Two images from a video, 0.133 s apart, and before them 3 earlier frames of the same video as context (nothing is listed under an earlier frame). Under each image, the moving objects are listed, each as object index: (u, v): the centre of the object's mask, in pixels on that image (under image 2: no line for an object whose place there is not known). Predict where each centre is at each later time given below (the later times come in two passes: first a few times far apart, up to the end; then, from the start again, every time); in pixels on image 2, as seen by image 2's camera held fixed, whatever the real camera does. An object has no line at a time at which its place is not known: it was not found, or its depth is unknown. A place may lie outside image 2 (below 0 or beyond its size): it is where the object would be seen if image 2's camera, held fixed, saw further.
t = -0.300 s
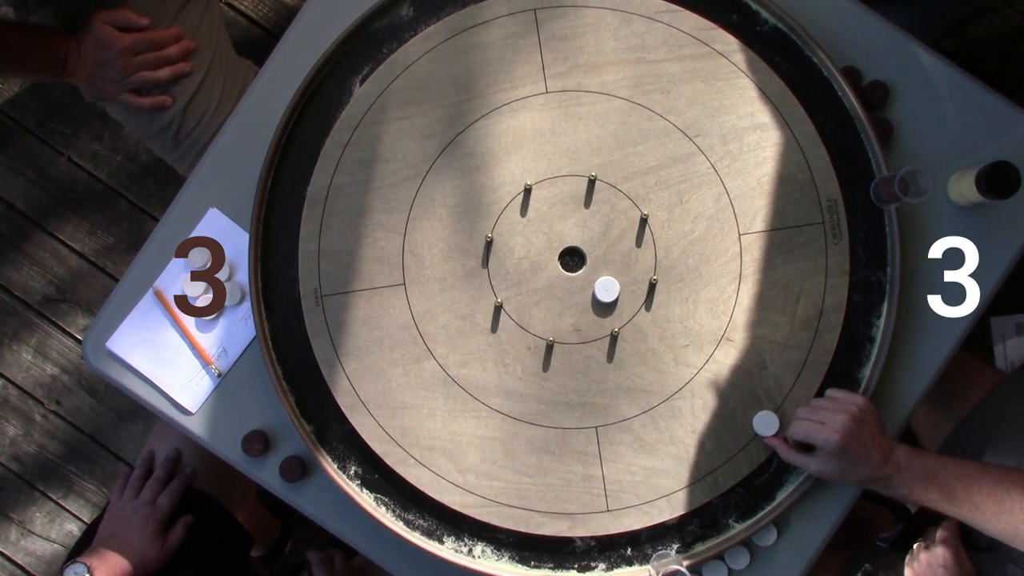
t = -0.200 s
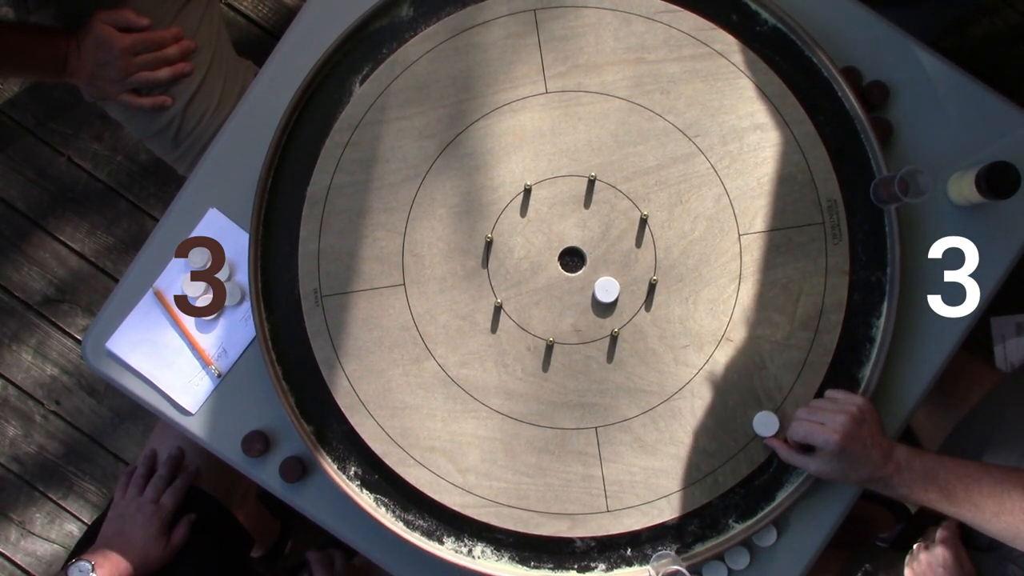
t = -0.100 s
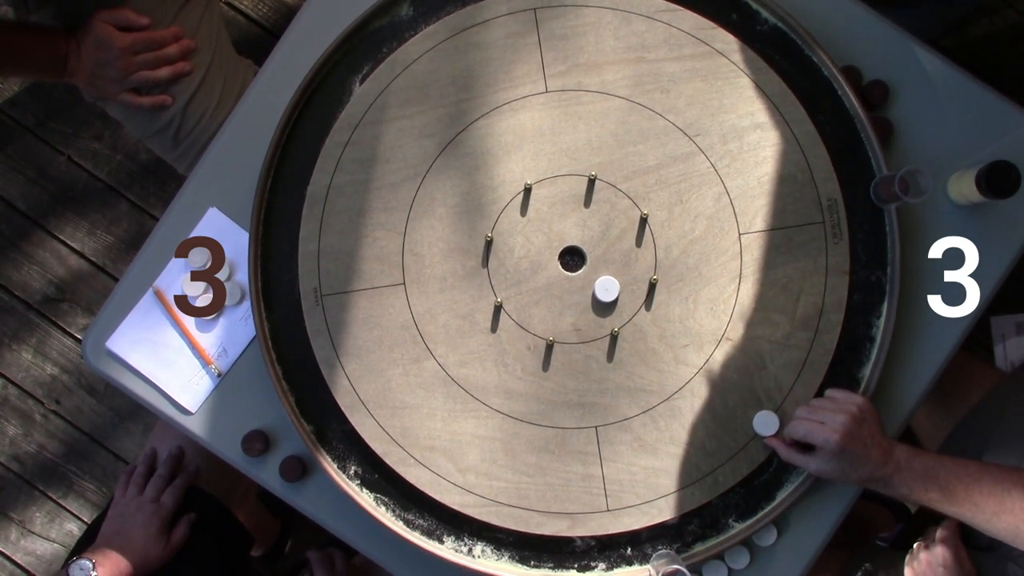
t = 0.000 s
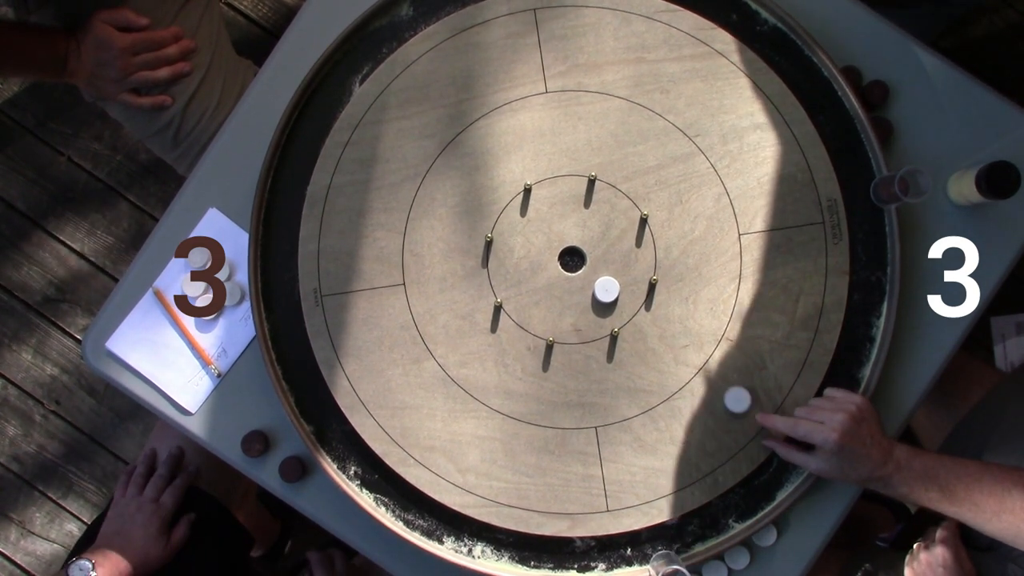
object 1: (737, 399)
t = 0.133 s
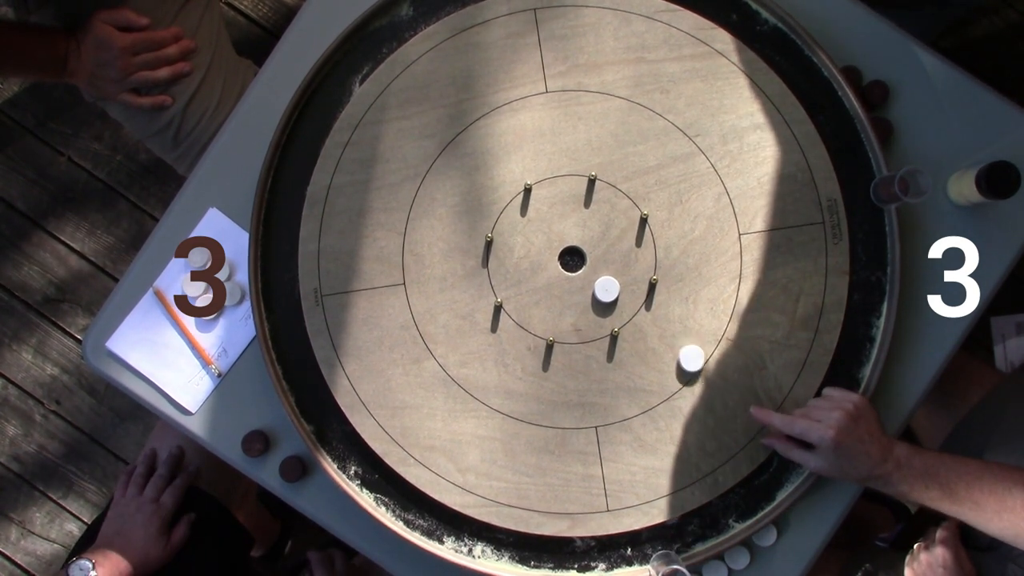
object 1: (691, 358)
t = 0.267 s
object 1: (657, 327)
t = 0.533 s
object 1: (630, 301)
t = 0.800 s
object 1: (630, 301)
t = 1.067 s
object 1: (630, 301)
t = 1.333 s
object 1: (630, 301)
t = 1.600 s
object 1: (630, 301)
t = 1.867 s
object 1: (630, 301)
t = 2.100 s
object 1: (630, 301)
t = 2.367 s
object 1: (630, 301)
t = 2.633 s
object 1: (630, 301)
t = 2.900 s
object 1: (630, 301)
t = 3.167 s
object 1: (630, 301)
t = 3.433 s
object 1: (630, 301)
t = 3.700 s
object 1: (630, 301)
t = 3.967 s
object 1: (630, 301)
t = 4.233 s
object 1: (630, 301)
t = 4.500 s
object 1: (630, 301)
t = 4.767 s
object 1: (630, 301)
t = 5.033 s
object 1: (630, 301)
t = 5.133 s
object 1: (630, 301)
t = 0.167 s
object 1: (682, 349)
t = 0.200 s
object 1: (673, 341)
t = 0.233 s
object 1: (665, 334)
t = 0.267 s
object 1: (657, 327)
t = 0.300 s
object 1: (651, 321)
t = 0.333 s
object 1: (645, 316)
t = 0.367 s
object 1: (640, 312)
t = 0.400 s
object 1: (637, 308)
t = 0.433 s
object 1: (634, 305)
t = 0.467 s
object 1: (632, 302)
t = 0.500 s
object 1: (630, 301)
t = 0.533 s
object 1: (630, 301)
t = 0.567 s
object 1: (630, 301)
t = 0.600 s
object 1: (630, 301)
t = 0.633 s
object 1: (630, 301)
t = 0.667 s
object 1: (630, 301)
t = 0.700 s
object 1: (630, 301)
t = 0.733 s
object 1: (630, 301)
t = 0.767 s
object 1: (630, 301)
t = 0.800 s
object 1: (630, 301)
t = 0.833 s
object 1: (630, 301)
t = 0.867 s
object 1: (630, 301)
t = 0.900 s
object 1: (630, 301)
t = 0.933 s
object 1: (630, 301)
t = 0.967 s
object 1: (630, 301)
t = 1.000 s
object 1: (630, 301)
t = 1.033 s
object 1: (630, 301)
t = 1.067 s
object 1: (630, 301)
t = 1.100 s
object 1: (630, 301)
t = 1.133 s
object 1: (630, 301)
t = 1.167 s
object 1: (630, 301)
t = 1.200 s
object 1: (630, 301)
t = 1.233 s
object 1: (630, 301)
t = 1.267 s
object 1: (630, 301)
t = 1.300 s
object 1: (630, 301)
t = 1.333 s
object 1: (630, 301)
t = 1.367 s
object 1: (630, 301)
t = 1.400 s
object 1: (630, 301)
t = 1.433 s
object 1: (630, 301)
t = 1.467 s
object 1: (630, 301)
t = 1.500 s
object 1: (630, 301)
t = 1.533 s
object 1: (630, 301)
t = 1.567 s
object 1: (630, 301)
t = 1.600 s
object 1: (630, 301)
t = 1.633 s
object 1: (630, 301)
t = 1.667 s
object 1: (630, 301)
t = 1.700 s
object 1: (630, 301)
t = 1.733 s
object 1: (630, 301)
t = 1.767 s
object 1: (630, 301)
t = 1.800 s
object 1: (630, 301)
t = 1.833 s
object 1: (630, 301)
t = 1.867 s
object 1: (630, 301)
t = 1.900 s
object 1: (630, 301)
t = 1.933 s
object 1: (630, 301)
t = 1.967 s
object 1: (630, 301)
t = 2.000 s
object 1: (630, 301)
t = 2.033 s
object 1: (630, 301)
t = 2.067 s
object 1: (630, 301)
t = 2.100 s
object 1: (630, 301)
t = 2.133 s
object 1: (630, 301)
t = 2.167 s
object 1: (630, 301)
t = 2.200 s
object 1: (630, 301)
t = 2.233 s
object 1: (630, 301)
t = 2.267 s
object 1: (630, 301)
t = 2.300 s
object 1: (630, 301)
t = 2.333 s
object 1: (630, 301)
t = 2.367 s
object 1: (630, 301)
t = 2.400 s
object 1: (630, 301)
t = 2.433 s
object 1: (630, 301)
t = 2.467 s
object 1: (630, 301)
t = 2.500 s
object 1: (630, 301)
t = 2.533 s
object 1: (630, 301)
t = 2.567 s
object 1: (630, 301)
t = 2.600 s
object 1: (630, 301)
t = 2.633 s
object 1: (630, 301)
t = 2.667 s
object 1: (630, 301)
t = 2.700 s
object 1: (630, 301)
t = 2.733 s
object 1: (630, 301)
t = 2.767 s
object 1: (630, 301)
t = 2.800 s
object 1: (630, 301)
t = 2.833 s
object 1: (630, 301)
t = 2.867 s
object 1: (630, 301)
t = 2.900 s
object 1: (630, 301)
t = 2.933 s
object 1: (630, 301)
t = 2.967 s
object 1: (630, 301)
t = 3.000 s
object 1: (630, 301)
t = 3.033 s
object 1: (630, 301)
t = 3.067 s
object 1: (630, 301)
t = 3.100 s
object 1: (630, 301)
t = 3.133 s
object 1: (630, 301)
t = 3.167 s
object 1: (630, 301)
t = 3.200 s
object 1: (630, 301)
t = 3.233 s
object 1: (630, 301)
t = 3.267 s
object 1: (630, 301)
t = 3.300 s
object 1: (630, 301)
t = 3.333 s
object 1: (630, 301)
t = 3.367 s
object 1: (630, 301)
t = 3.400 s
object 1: (630, 301)
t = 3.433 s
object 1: (630, 301)
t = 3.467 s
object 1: (630, 301)
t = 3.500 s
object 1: (630, 301)
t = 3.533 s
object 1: (630, 301)
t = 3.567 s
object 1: (630, 301)
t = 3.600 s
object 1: (630, 301)
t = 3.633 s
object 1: (630, 301)
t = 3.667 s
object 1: (630, 301)
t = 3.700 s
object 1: (630, 301)
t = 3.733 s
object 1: (630, 301)
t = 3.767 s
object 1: (630, 301)
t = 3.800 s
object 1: (630, 301)
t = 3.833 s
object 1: (630, 301)
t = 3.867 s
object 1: (630, 301)
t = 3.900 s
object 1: (630, 301)
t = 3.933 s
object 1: (630, 301)
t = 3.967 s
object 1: (630, 301)
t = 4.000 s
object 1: (630, 301)
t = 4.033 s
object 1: (630, 301)
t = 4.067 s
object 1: (631, 301)
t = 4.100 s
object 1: (630, 301)
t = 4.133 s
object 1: (630, 301)
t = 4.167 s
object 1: (630, 301)
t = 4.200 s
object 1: (630, 301)
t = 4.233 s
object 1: (630, 301)
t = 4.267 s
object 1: (630, 301)
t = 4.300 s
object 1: (630, 301)
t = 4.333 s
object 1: (630, 301)
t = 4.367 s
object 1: (631, 301)
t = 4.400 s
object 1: (631, 301)
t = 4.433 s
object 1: (630, 301)
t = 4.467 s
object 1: (630, 301)
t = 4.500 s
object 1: (630, 301)
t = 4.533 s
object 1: (630, 301)
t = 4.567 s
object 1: (630, 301)
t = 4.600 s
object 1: (630, 301)
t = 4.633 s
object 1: (630, 301)
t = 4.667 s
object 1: (630, 301)
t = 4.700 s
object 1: (630, 301)
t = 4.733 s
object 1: (630, 301)
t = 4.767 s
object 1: (630, 301)
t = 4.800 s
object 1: (630, 301)
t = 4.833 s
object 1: (630, 301)
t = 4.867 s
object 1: (630, 301)
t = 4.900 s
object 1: (630, 301)
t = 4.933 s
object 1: (630, 301)
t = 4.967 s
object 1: (630, 301)
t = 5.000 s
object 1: (630, 301)
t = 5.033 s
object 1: (630, 301)
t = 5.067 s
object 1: (630, 301)
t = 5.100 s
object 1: (630, 301)
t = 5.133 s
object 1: (630, 301)
